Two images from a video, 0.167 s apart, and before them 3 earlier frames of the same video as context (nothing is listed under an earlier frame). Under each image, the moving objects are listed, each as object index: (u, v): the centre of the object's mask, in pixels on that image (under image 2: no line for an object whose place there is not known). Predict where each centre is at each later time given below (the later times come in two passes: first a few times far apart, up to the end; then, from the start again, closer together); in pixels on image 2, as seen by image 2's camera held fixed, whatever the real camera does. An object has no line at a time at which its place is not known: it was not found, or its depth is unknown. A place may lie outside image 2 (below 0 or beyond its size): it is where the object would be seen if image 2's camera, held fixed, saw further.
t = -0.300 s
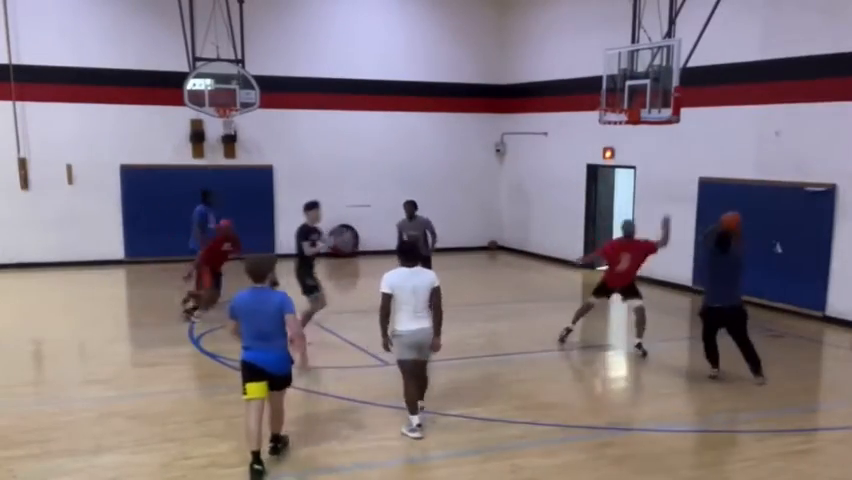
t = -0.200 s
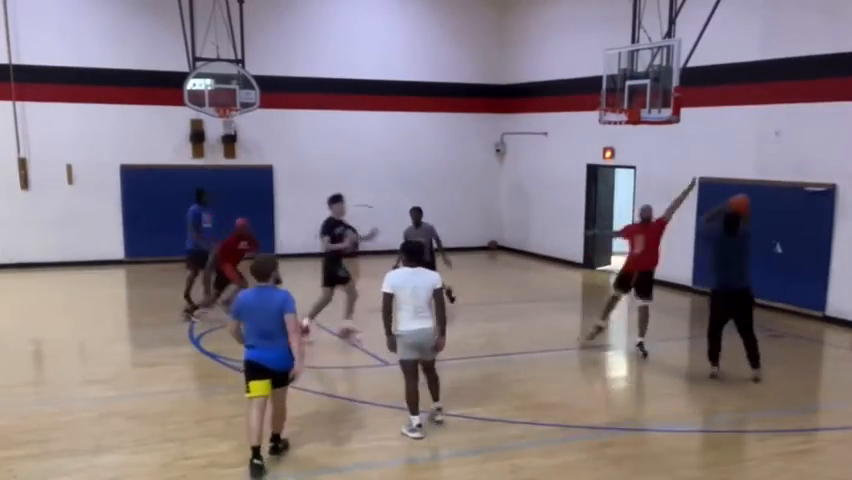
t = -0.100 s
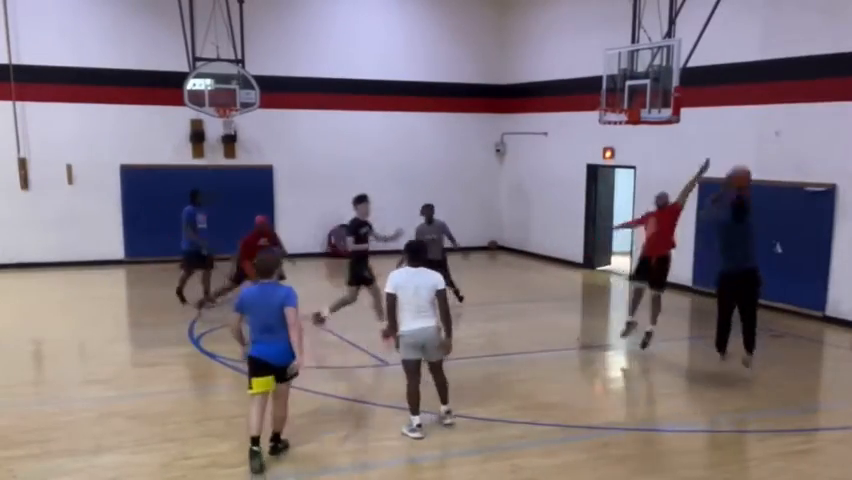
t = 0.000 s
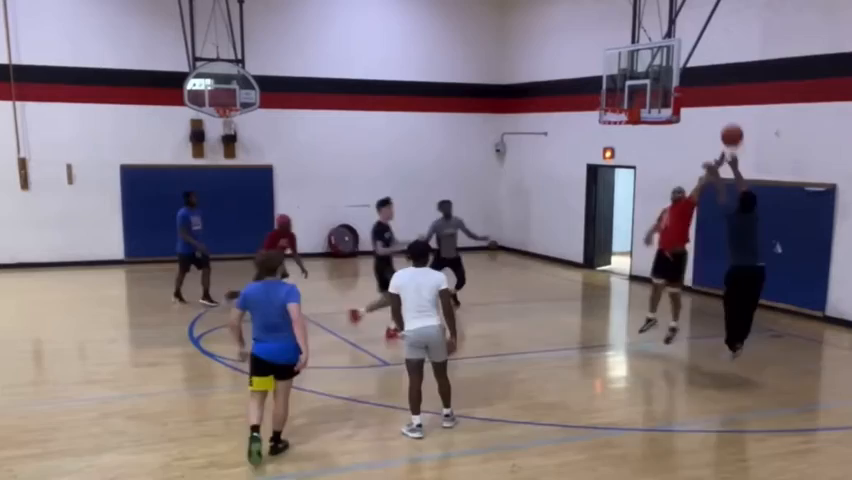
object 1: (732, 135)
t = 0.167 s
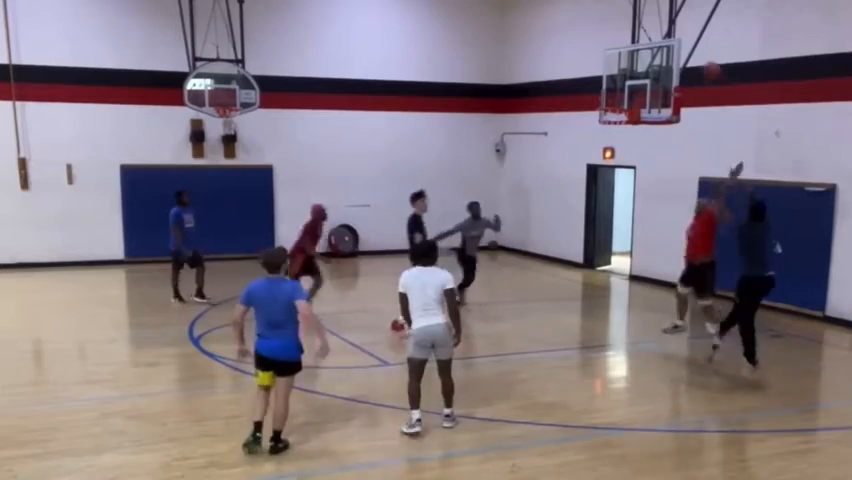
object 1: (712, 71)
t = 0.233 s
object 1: (702, 56)
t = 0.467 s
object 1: (673, 31)
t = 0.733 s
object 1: (640, 56)
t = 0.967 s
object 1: (613, 107)
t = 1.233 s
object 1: (629, 126)
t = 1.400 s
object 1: (627, 147)
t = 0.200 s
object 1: (706, 63)
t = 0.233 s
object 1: (702, 56)
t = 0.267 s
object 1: (698, 49)
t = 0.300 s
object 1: (694, 43)
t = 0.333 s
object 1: (689, 39)
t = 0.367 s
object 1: (685, 35)
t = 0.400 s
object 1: (681, 33)
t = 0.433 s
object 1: (678, 31)
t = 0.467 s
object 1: (673, 31)
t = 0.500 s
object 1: (668, 32)
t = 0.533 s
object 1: (665, 32)
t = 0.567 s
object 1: (661, 35)
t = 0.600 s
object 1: (656, 37)
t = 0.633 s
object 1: (652, 41)
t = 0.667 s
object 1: (648, 45)
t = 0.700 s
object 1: (645, 50)
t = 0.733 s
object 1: (640, 56)
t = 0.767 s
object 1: (638, 63)
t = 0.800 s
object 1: (635, 71)
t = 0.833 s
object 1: (630, 81)
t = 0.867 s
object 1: (626, 86)
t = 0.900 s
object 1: (622, 94)
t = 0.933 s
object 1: (619, 101)
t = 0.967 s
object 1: (613, 107)
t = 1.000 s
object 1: (608, 111)
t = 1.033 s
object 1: (609, 112)
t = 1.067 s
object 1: (617, 115)
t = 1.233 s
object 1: (629, 126)
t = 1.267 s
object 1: (629, 128)
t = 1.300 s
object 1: (629, 130)
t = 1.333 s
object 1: (628, 137)
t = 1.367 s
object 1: (628, 142)
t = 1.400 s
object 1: (627, 147)
